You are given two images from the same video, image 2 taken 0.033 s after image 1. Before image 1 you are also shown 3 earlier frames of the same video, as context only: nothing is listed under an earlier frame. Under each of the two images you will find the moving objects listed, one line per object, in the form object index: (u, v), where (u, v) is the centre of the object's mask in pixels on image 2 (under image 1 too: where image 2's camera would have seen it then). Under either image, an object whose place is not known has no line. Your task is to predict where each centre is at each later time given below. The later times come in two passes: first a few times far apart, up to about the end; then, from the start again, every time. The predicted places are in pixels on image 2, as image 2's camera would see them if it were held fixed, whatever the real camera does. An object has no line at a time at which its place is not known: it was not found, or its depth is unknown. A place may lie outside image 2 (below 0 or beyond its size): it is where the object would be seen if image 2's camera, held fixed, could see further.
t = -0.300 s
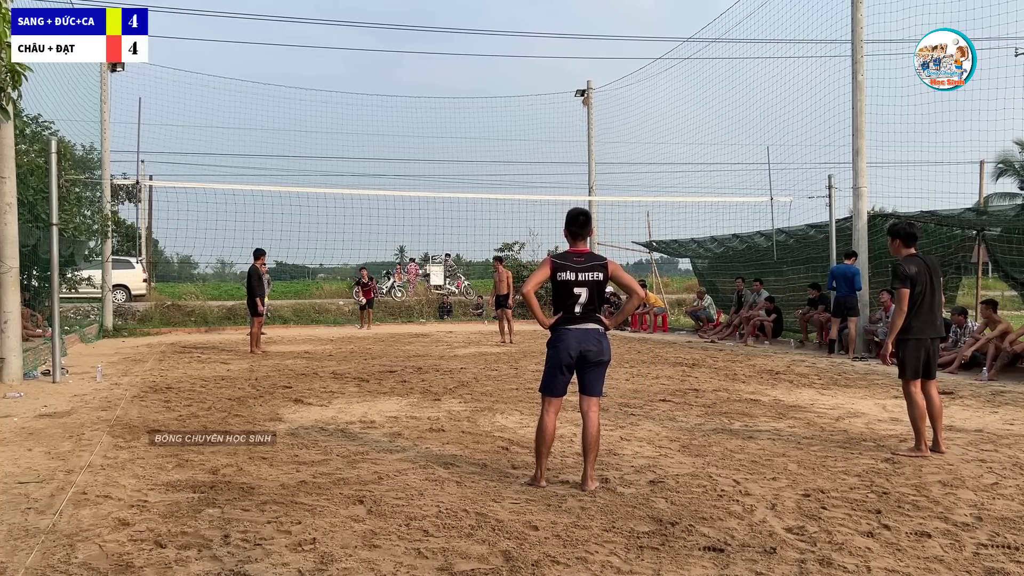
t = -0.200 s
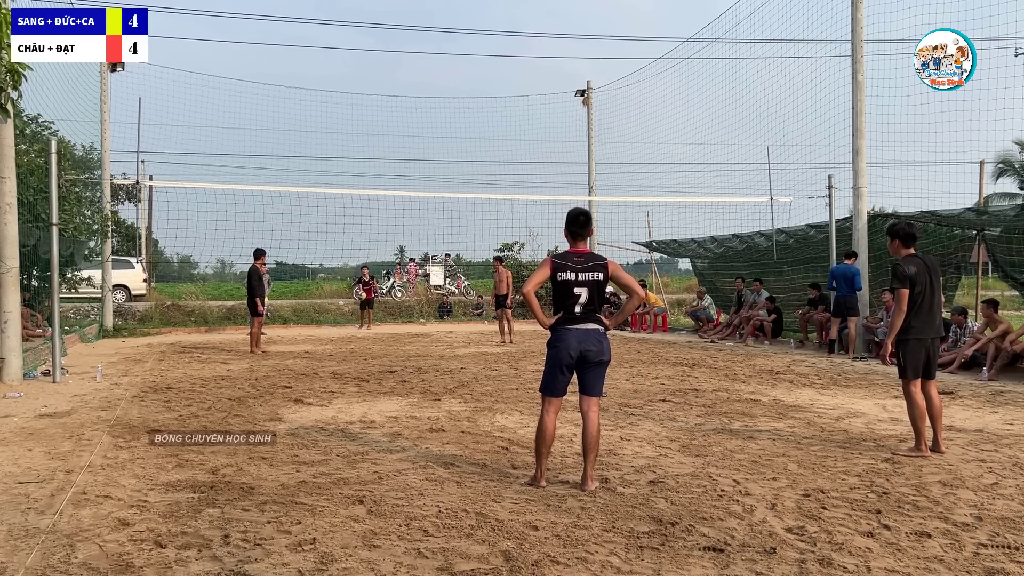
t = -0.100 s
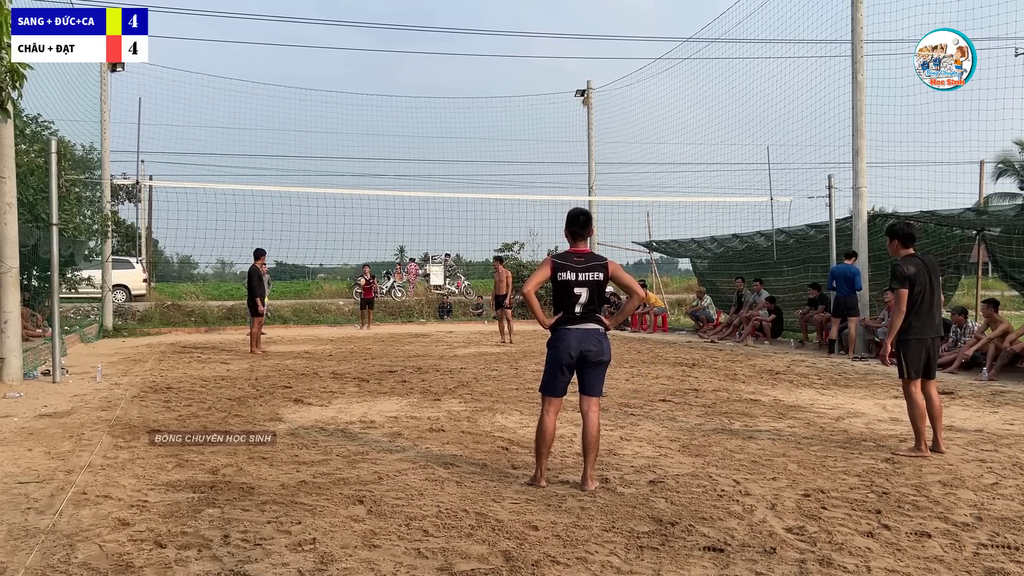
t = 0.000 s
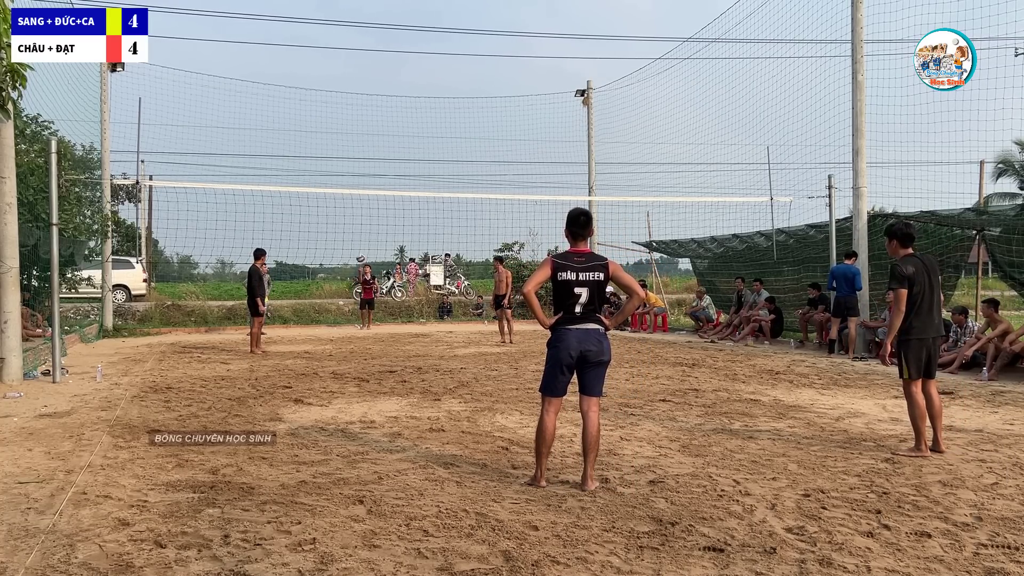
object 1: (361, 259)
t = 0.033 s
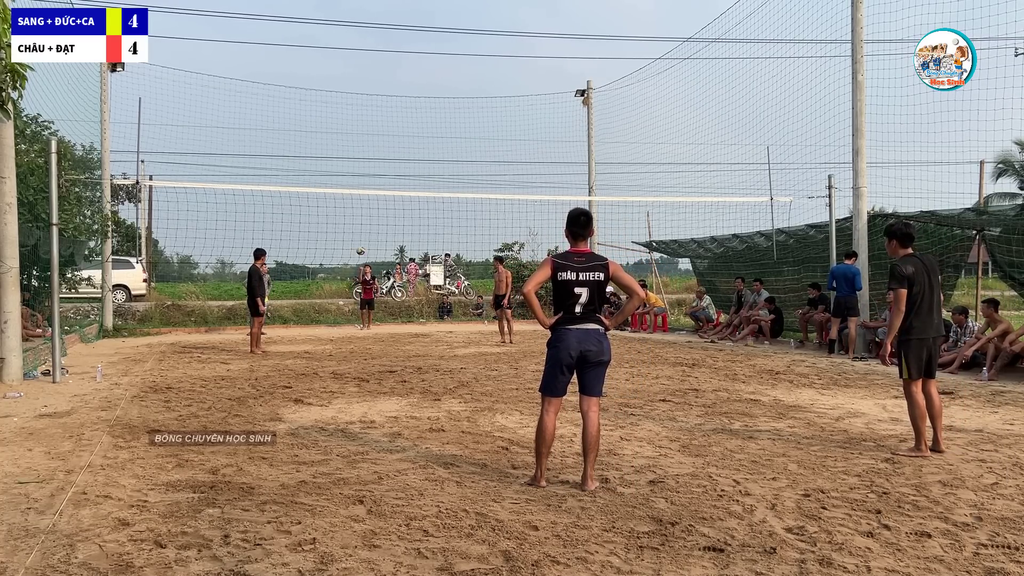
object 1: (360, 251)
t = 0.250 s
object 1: (361, 212)
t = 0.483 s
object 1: (361, 193)
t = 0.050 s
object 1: (360, 247)
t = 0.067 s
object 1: (360, 244)
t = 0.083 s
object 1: (360, 241)
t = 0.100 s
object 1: (360, 237)
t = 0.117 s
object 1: (360, 234)
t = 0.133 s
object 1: (360, 231)
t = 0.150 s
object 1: (361, 228)
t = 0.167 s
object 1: (361, 226)
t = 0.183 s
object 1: (361, 222)
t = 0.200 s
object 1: (361, 220)
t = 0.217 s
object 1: (361, 218)
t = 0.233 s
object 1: (361, 215)
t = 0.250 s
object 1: (361, 212)
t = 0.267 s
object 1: (361, 210)
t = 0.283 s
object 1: (361, 209)
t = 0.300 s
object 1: (361, 207)
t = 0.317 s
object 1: (361, 205)
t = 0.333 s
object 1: (361, 203)
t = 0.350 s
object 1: (361, 201)
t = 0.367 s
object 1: (361, 199)
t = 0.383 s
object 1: (361, 198)
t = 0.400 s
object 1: (361, 197)
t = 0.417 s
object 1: (361, 196)
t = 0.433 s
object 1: (361, 196)
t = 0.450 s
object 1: (361, 195)
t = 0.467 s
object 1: (362, 195)
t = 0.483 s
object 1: (361, 193)
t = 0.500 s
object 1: (361, 192)
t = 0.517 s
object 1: (361, 190)
